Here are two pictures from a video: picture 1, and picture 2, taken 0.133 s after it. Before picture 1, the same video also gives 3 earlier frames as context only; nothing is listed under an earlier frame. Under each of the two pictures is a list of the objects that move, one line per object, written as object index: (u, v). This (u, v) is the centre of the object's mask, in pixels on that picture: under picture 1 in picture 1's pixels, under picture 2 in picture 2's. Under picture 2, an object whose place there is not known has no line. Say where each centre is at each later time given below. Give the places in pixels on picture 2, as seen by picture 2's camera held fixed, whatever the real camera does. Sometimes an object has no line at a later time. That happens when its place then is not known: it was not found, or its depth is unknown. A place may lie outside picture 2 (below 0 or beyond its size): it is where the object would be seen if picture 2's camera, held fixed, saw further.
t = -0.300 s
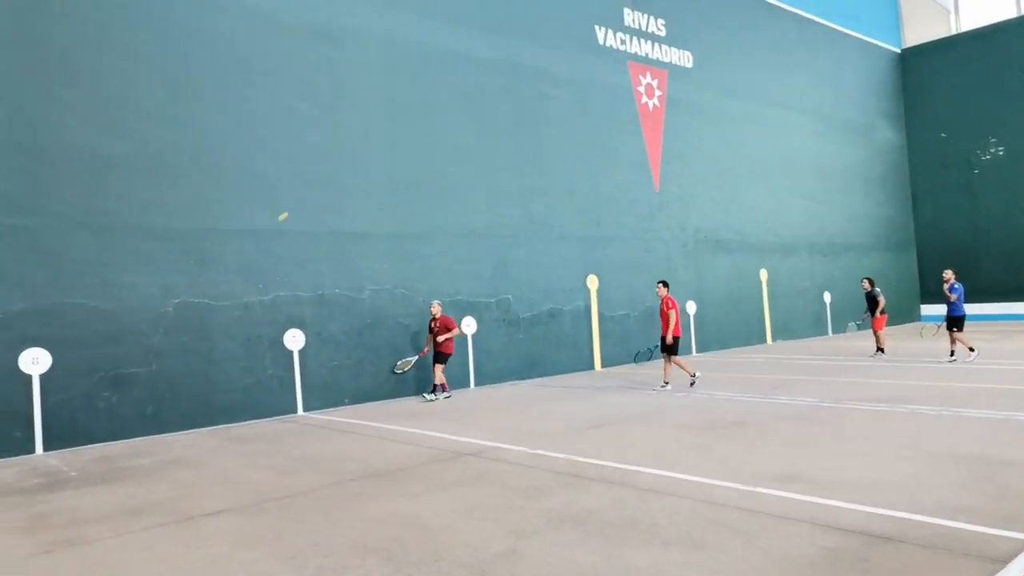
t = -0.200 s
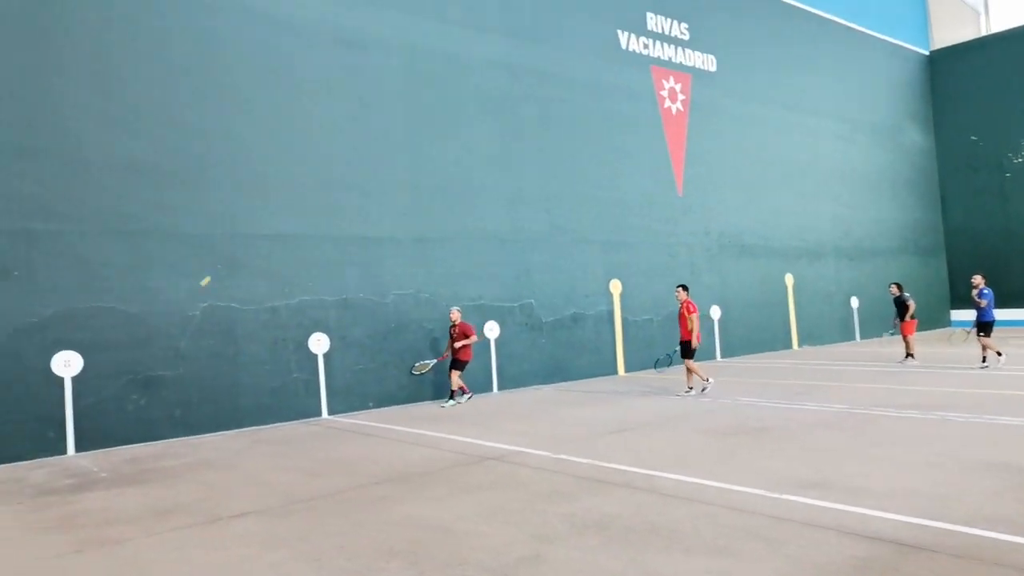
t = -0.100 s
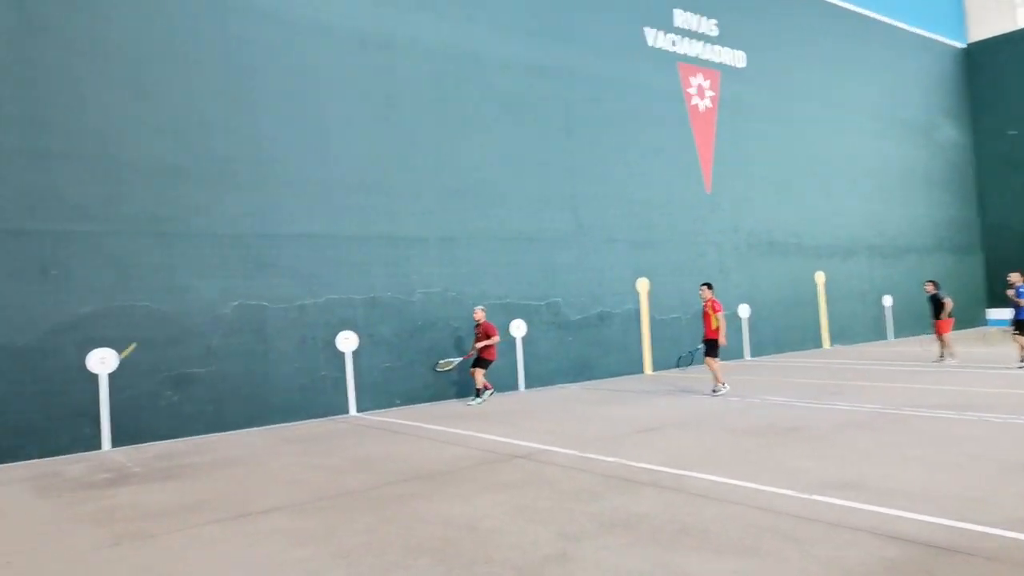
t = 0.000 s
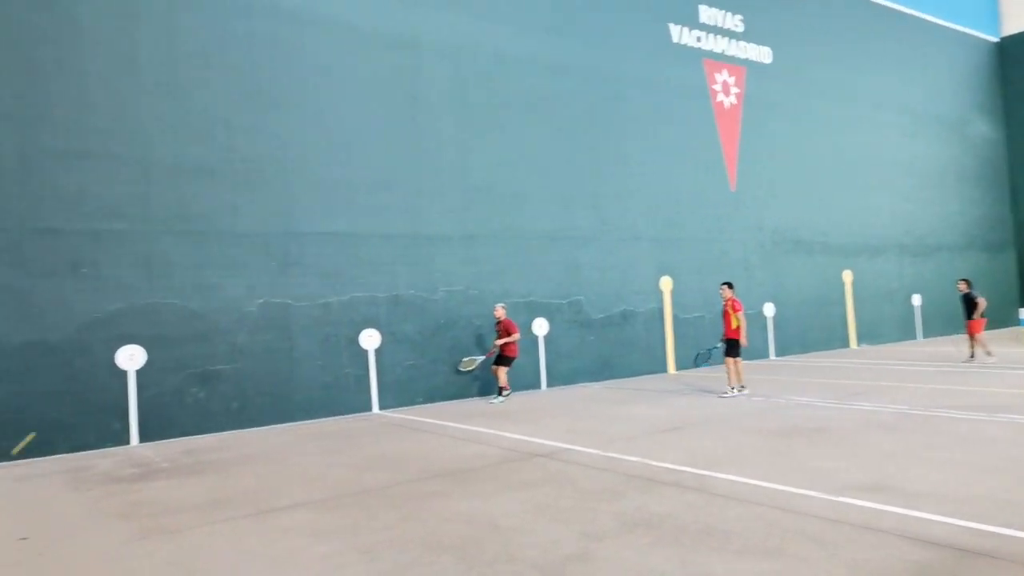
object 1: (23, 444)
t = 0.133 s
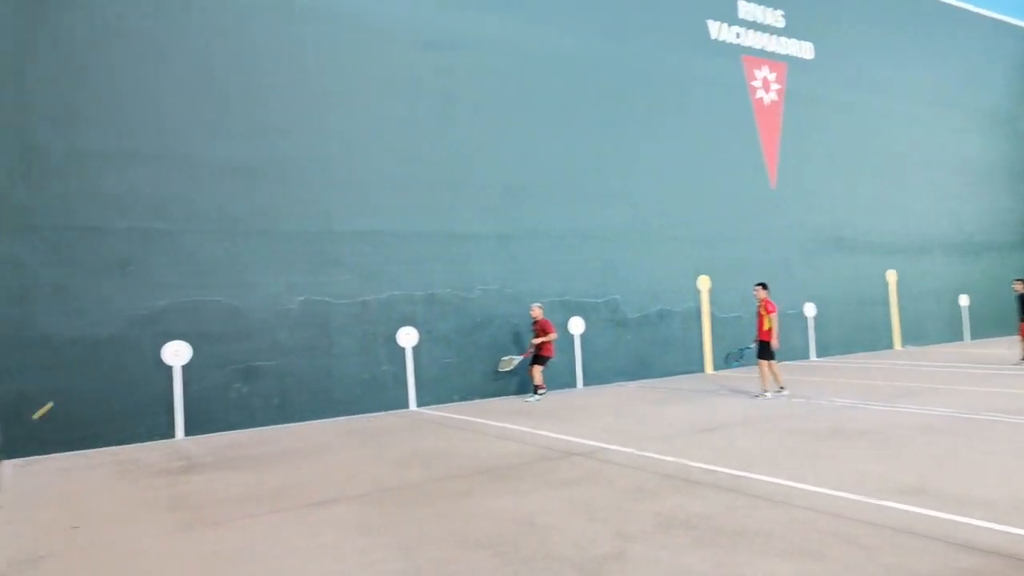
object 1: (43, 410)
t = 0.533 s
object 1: (247, 218)
